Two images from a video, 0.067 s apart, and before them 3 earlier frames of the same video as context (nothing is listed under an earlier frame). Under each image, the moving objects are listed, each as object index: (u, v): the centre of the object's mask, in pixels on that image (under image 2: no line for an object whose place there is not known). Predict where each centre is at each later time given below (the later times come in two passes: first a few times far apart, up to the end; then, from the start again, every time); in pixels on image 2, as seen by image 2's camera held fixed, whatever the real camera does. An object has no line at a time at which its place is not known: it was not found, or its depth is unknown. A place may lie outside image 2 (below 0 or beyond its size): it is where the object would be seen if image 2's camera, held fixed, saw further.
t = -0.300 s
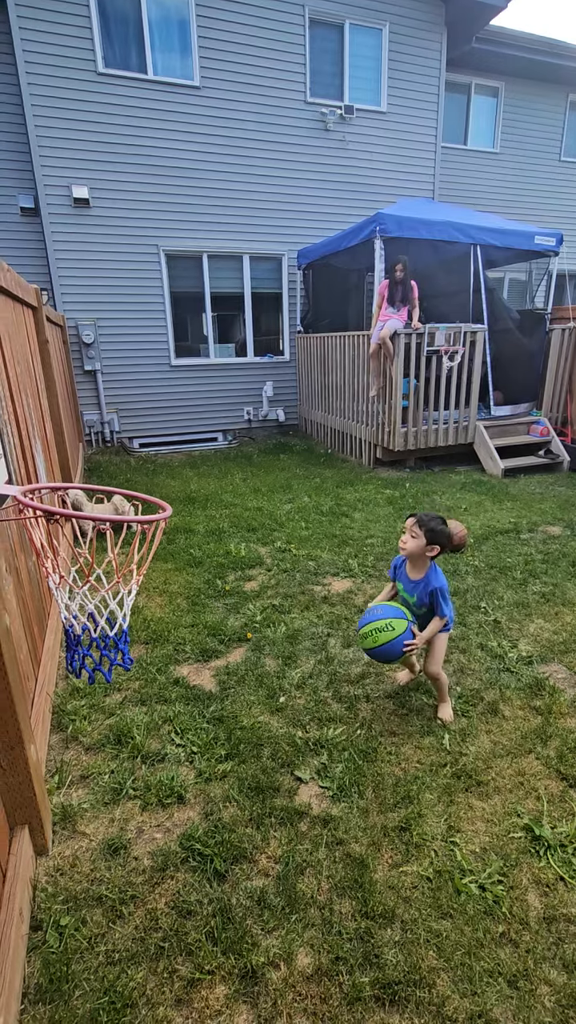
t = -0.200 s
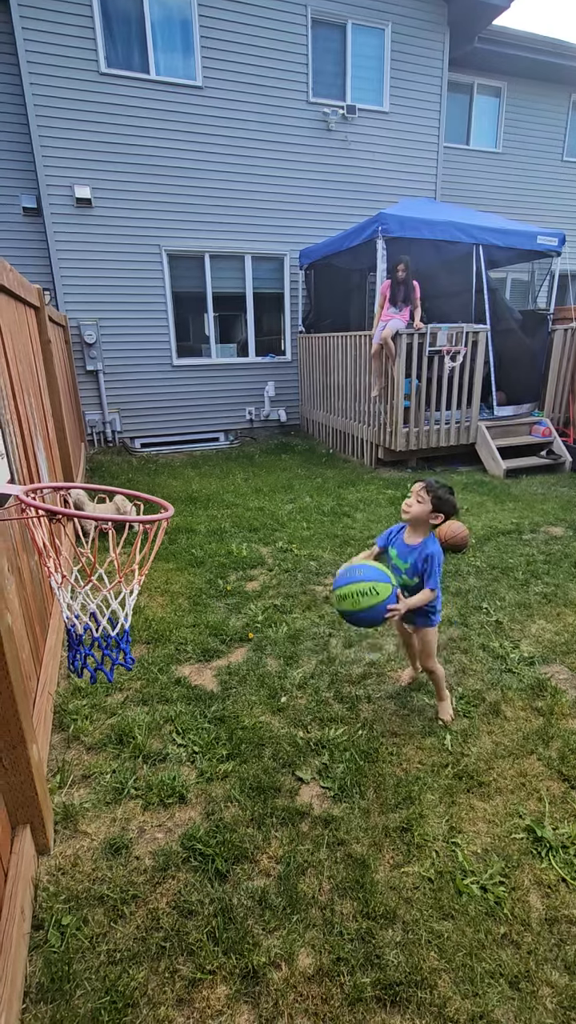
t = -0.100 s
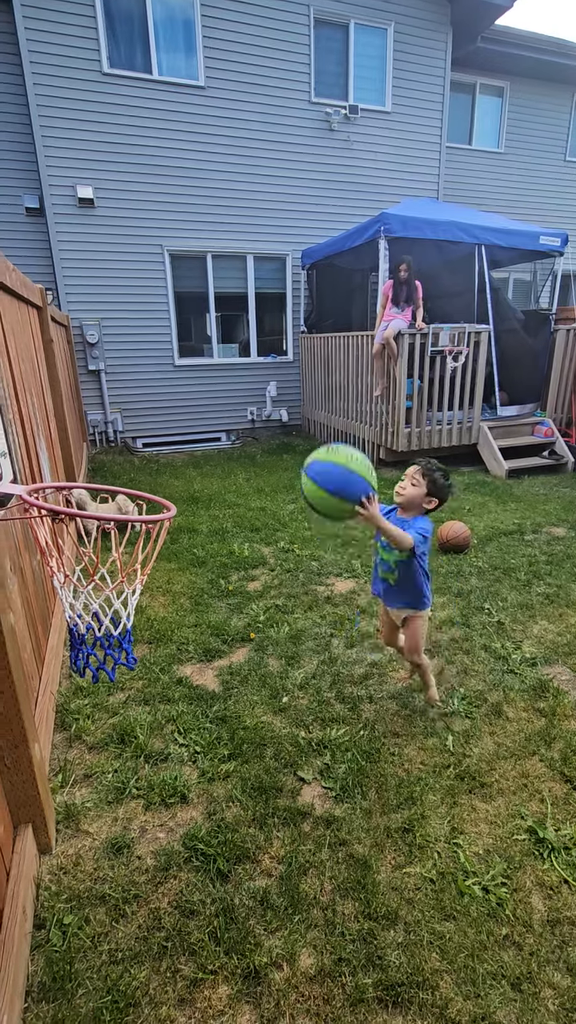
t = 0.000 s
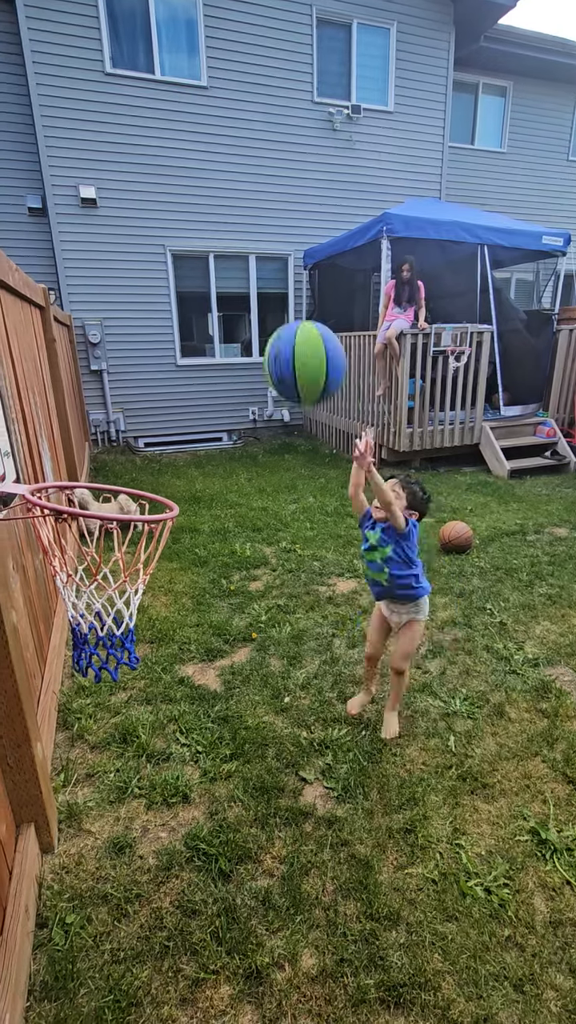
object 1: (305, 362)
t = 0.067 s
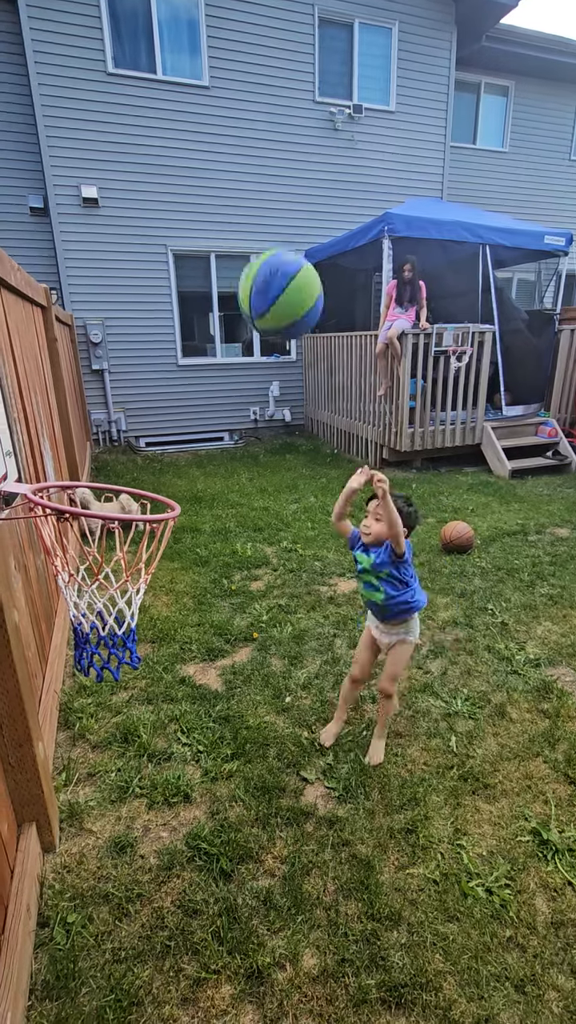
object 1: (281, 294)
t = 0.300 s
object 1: (186, 182)
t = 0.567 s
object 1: (108, 312)
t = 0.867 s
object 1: (57, 648)
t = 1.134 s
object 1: (288, 633)
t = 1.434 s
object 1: (452, 580)
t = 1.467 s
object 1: (467, 572)
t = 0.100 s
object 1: (267, 266)
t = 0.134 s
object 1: (254, 242)
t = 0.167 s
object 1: (240, 220)
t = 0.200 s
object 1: (227, 204)
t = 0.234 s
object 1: (213, 192)
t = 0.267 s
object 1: (200, 185)
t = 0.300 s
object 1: (186, 182)
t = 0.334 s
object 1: (174, 184)
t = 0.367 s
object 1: (162, 191)
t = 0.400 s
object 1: (151, 201)
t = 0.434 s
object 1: (141, 217)
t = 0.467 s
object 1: (132, 235)
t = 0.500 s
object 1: (123, 258)
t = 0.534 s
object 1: (115, 284)
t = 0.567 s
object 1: (108, 312)
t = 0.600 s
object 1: (99, 344)
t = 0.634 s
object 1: (92, 377)
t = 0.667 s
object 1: (87, 413)
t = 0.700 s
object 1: (83, 448)
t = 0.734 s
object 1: (82, 480)
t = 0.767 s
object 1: (82, 522)
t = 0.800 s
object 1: (71, 561)
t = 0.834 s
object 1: (54, 610)
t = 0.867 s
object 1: (57, 648)
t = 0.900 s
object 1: (69, 677)
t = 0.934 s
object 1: (115, 677)
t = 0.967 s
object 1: (155, 666)
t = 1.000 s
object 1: (185, 664)
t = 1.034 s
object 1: (214, 657)
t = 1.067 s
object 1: (240, 648)
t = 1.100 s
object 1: (265, 639)
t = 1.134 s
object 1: (288, 633)
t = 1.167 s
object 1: (311, 627)
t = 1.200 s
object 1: (332, 619)
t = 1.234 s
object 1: (351, 611)
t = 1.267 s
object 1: (370, 603)
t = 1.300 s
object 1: (388, 599)
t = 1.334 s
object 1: (405, 596)
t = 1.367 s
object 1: (422, 594)
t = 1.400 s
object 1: (437, 588)
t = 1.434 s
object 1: (452, 580)
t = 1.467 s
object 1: (467, 572)
